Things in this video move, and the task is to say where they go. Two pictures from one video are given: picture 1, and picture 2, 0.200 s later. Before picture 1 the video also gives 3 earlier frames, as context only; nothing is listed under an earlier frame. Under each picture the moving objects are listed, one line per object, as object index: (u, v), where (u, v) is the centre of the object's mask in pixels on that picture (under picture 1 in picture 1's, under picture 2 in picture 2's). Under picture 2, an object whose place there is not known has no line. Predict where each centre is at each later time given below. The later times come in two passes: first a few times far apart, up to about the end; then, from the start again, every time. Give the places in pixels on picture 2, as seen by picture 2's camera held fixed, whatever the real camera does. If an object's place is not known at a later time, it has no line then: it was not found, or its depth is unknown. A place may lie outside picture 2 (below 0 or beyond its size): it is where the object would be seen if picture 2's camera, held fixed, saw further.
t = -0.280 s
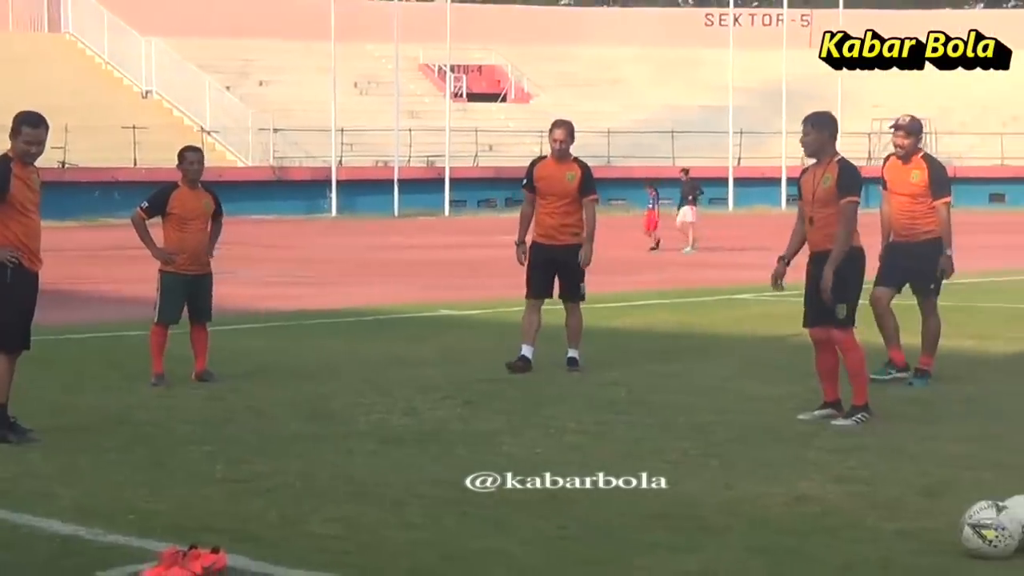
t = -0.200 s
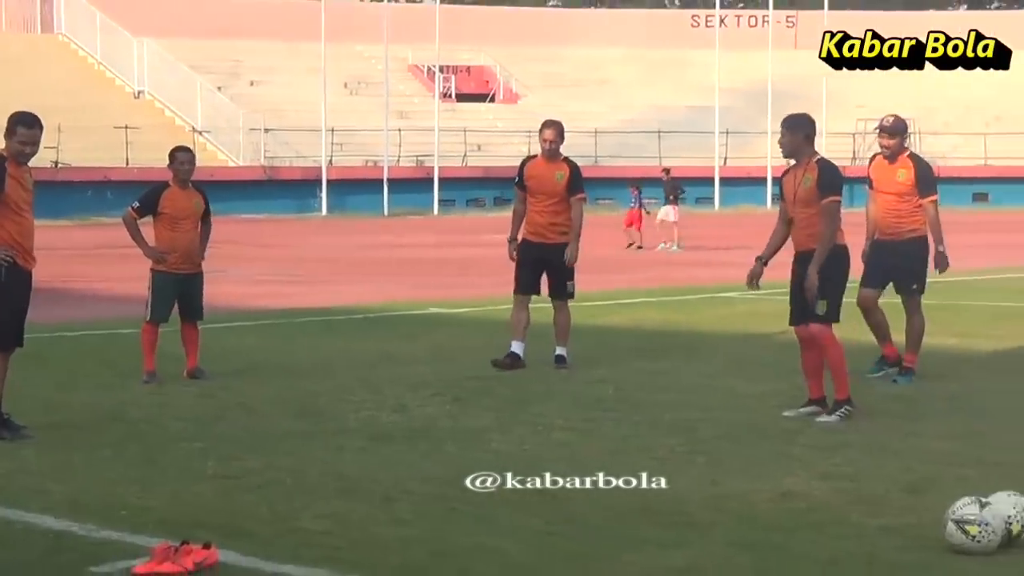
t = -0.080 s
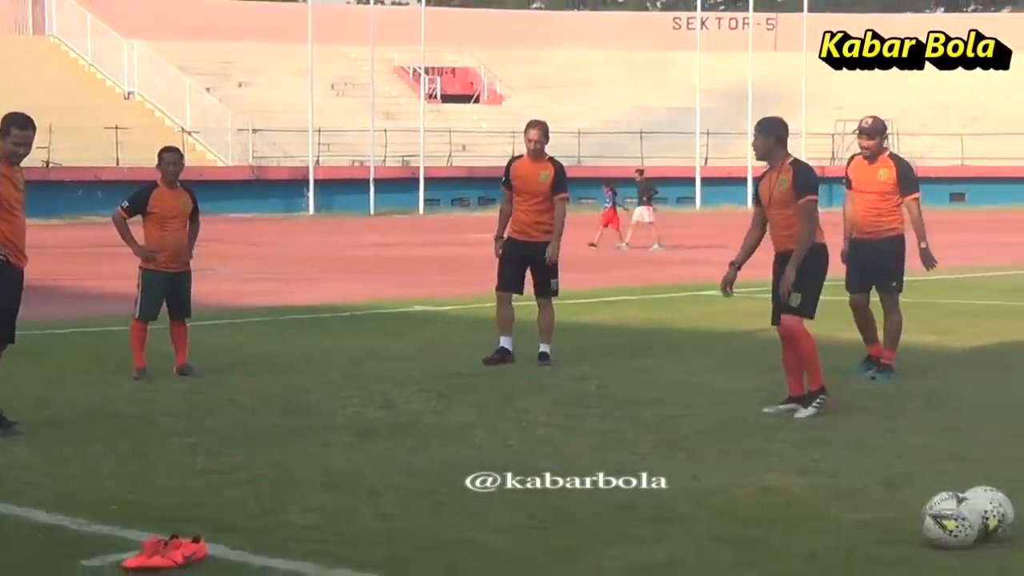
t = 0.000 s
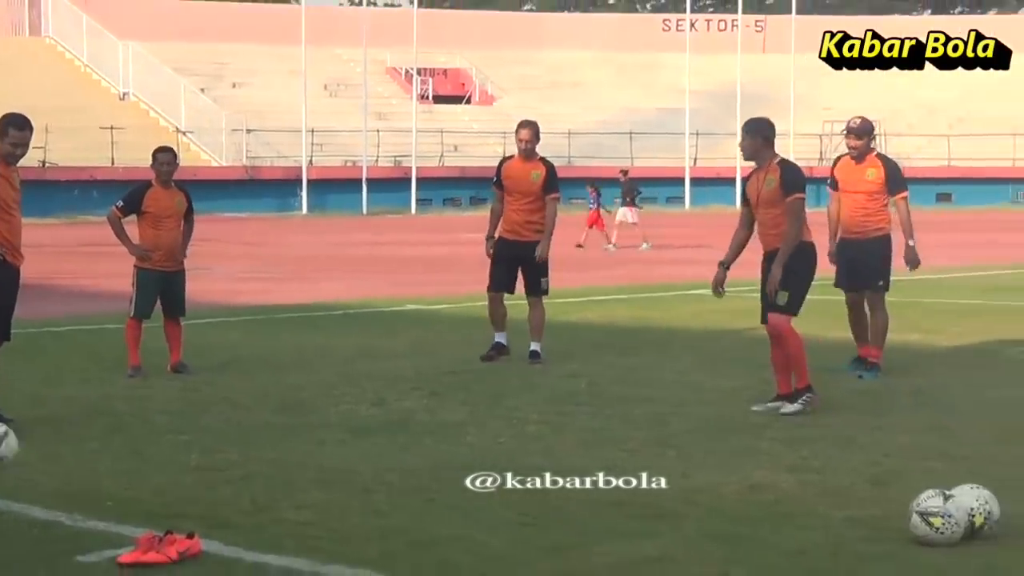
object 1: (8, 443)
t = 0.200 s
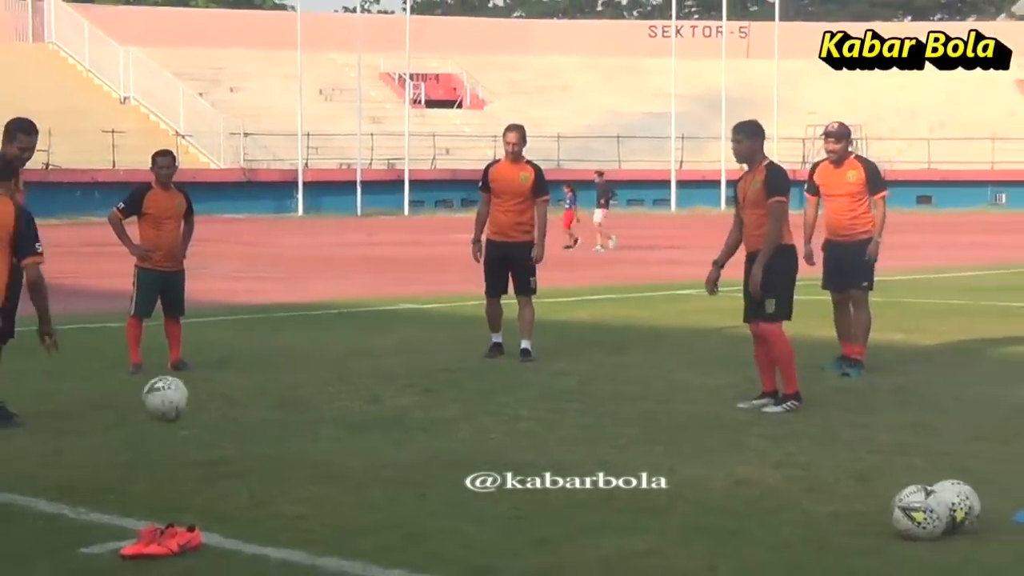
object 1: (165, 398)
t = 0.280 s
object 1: (225, 406)
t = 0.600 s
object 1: (360, 400)
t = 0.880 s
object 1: (432, 395)
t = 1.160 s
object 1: (495, 387)
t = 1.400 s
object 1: (540, 386)
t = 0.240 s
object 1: (195, 401)
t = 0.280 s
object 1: (225, 406)
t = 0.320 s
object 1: (253, 416)
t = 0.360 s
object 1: (280, 428)
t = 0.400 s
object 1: (302, 433)
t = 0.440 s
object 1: (314, 422)
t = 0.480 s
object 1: (326, 411)
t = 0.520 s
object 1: (337, 404)
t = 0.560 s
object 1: (349, 401)
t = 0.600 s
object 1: (360, 400)
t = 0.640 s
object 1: (371, 401)
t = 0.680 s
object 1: (381, 407)
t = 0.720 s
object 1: (391, 414)
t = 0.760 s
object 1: (402, 412)
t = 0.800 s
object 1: (412, 404)
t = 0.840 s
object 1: (422, 399)
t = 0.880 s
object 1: (432, 395)
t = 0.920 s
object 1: (442, 395)
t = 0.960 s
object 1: (451, 398)
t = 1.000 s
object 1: (461, 402)
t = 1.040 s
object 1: (470, 395)
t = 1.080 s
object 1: (478, 390)
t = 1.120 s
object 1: (487, 387)
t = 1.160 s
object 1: (495, 387)
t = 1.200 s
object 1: (504, 390)
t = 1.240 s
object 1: (512, 392)
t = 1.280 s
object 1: (519, 388)
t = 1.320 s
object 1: (526, 386)
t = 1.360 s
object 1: (534, 385)
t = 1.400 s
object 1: (540, 386)
